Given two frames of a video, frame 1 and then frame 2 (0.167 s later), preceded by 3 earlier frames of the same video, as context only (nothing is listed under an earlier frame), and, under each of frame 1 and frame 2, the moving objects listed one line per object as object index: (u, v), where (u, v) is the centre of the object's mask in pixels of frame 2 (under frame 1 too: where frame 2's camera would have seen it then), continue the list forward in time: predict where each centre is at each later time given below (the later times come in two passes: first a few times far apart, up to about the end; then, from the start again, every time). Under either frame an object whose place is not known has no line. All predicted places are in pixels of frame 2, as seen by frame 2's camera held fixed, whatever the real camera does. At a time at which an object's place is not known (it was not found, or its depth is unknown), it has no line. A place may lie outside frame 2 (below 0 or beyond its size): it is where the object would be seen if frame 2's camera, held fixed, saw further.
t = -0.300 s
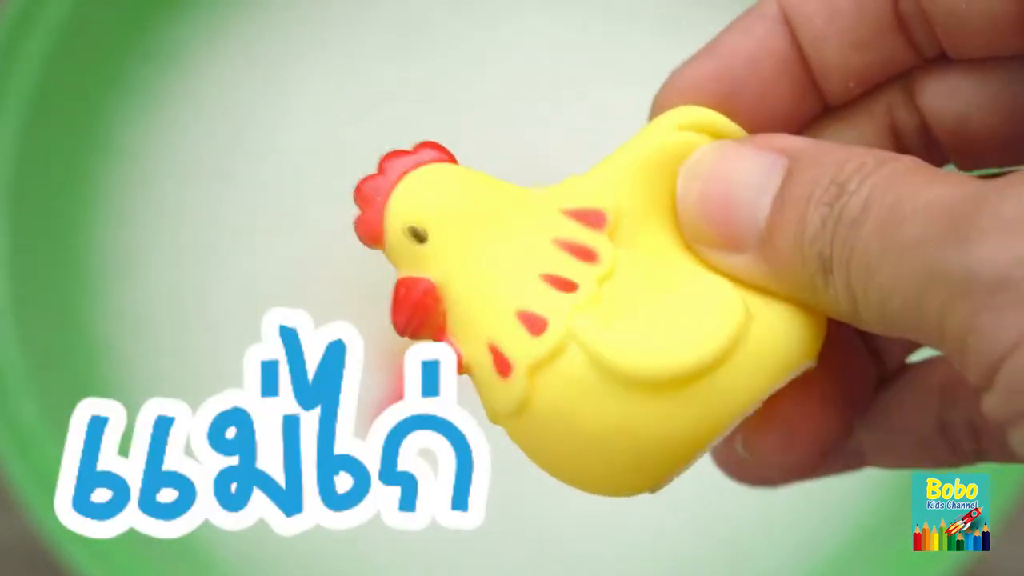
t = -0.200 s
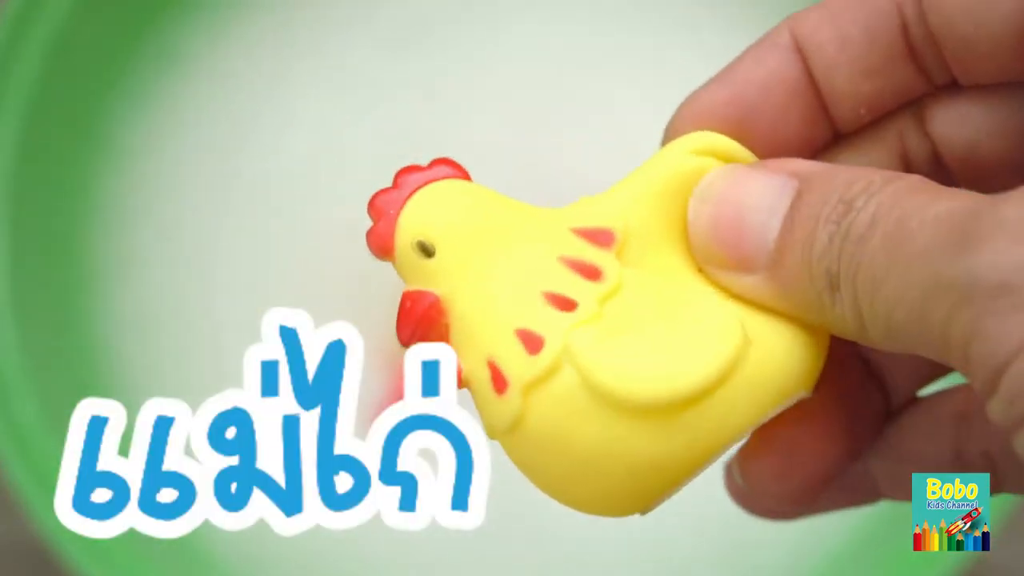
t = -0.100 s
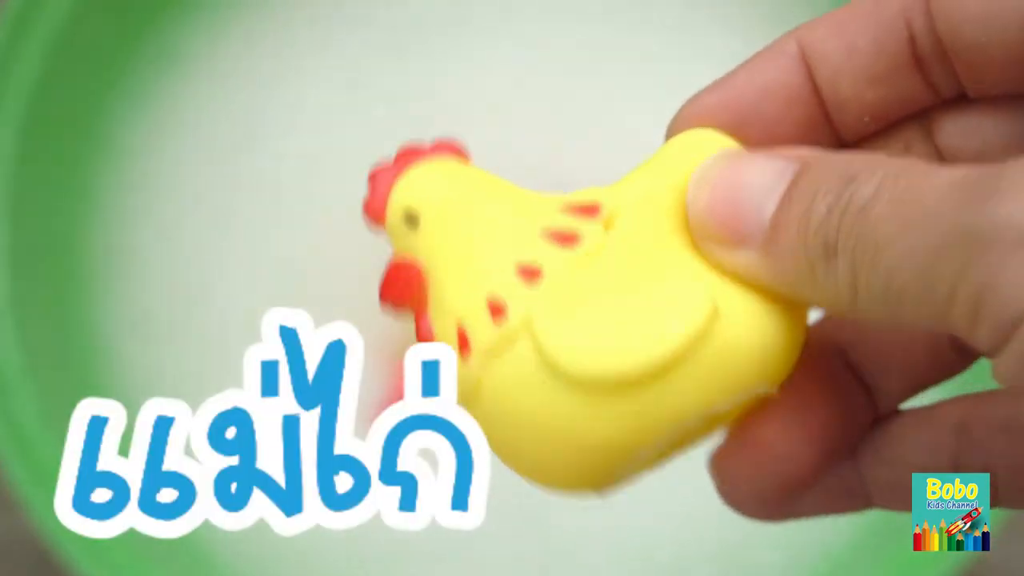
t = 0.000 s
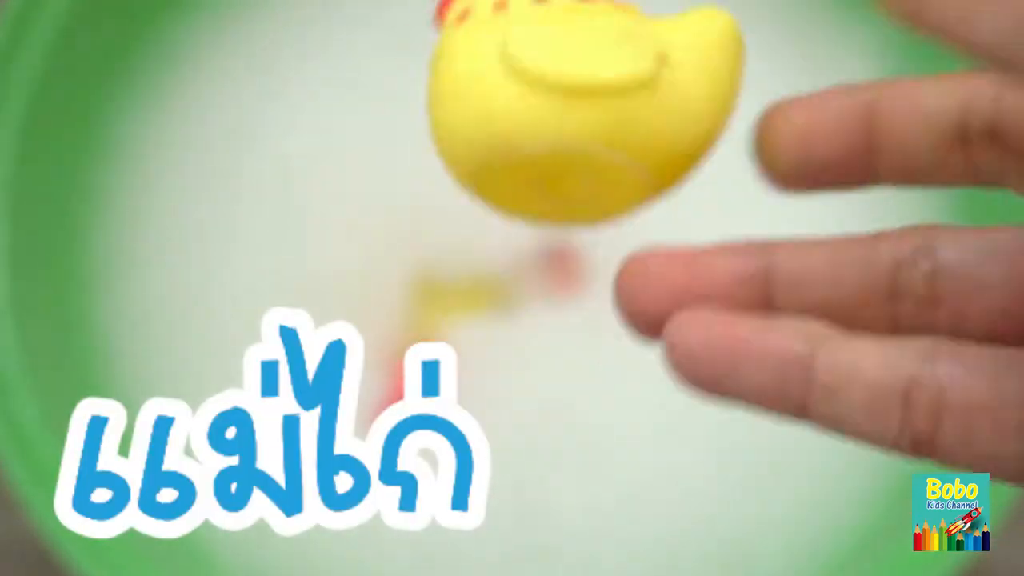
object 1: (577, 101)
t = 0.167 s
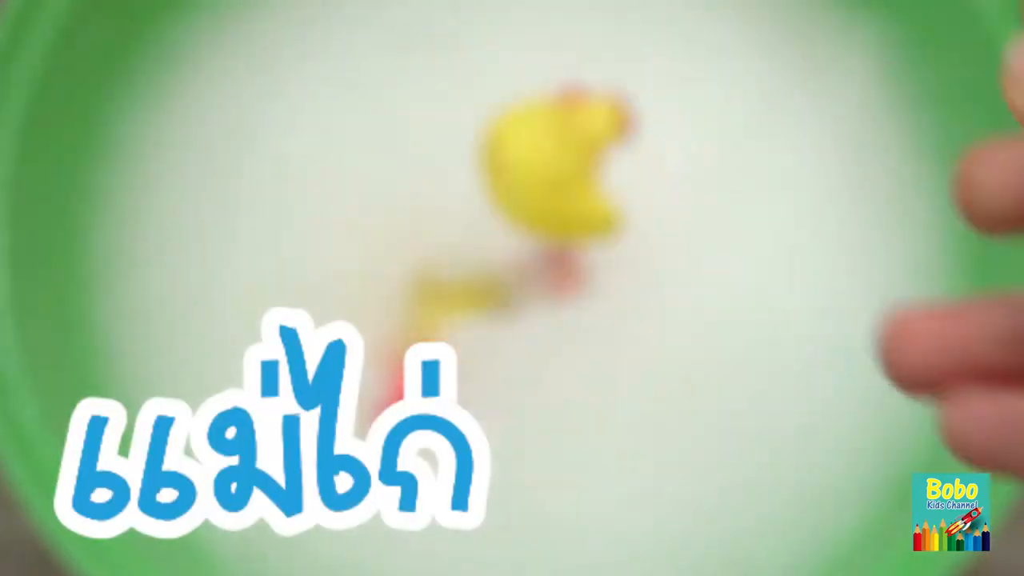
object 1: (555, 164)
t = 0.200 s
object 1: (556, 209)
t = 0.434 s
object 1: (549, 193)
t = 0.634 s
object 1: (549, 210)
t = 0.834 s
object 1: (545, 207)
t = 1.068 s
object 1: (543, 203)
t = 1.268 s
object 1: (542, 206)
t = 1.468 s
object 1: (542, 205)
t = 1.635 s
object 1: (552, 203)
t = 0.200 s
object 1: (556, 209)
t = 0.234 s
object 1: (542, 189)
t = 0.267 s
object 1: (546, 187)
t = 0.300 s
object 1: (548, 187)
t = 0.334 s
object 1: (549, 189)
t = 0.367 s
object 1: (549, 191)
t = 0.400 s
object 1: (549, 191)
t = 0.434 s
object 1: (549, 193)
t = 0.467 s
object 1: (549, 196)
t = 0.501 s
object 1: (549, 201)
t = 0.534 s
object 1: (552, 208)
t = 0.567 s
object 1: (550, 204)
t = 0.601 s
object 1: (548, 205)
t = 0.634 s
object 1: (549, 210)
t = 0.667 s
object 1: (543, 205)
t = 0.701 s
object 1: (544, 205)
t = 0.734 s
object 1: (543, 205)
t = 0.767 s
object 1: (544, 206)
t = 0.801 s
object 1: (544, 206)
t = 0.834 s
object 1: (545, 207)
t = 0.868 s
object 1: (546, 207)
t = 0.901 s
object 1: (543, 205)
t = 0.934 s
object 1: (544, 205)
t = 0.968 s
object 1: (544, 204)
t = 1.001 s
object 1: (544, 203)
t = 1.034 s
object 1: (544, 203)
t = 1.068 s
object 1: (543, 203)
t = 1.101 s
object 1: (543, 204)
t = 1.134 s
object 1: (543, 204)
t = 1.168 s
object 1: (543, 206)
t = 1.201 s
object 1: (543, 206)
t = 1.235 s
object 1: (542, 206)
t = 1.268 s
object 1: (542, 206)
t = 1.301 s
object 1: (541, 205)
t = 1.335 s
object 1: (541, 205)
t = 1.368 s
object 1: (541, 205)
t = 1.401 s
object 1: (541, 205)
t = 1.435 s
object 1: (541, 205)
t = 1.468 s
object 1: (542, 205)
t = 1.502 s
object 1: (542, 205)
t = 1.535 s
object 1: (543, 205)
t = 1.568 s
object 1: (543, 205)
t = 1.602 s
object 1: (543, 205)
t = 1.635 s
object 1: (552, 203)
